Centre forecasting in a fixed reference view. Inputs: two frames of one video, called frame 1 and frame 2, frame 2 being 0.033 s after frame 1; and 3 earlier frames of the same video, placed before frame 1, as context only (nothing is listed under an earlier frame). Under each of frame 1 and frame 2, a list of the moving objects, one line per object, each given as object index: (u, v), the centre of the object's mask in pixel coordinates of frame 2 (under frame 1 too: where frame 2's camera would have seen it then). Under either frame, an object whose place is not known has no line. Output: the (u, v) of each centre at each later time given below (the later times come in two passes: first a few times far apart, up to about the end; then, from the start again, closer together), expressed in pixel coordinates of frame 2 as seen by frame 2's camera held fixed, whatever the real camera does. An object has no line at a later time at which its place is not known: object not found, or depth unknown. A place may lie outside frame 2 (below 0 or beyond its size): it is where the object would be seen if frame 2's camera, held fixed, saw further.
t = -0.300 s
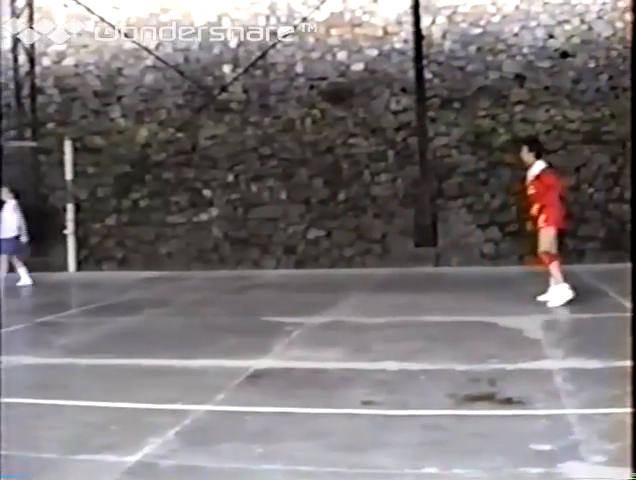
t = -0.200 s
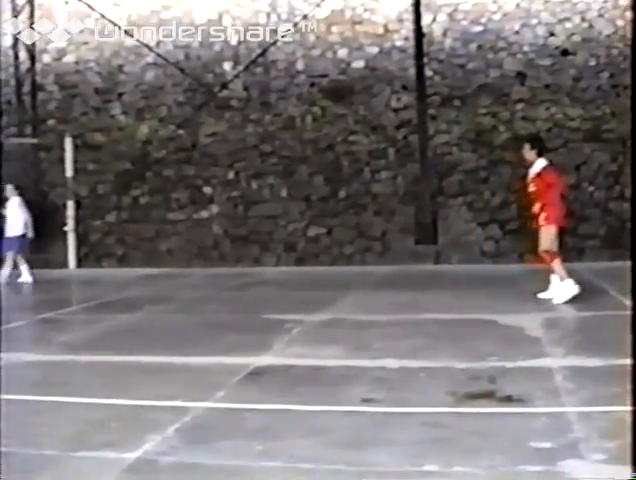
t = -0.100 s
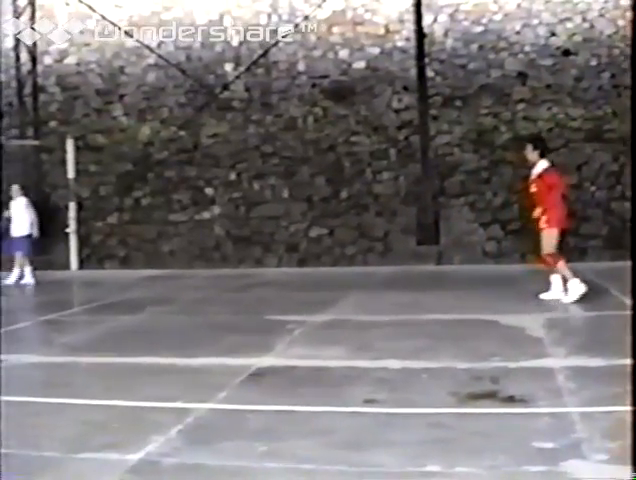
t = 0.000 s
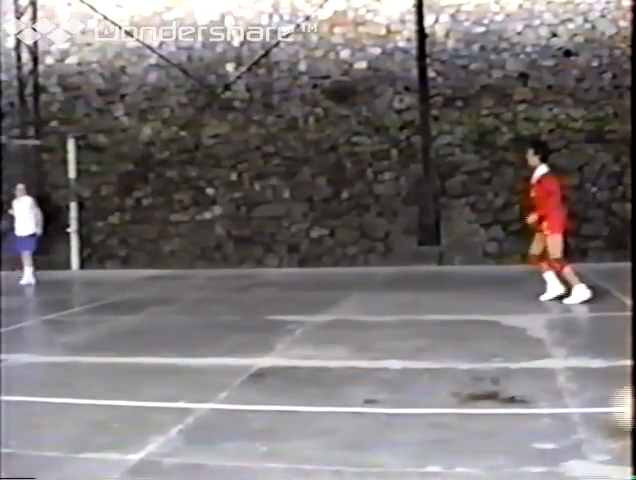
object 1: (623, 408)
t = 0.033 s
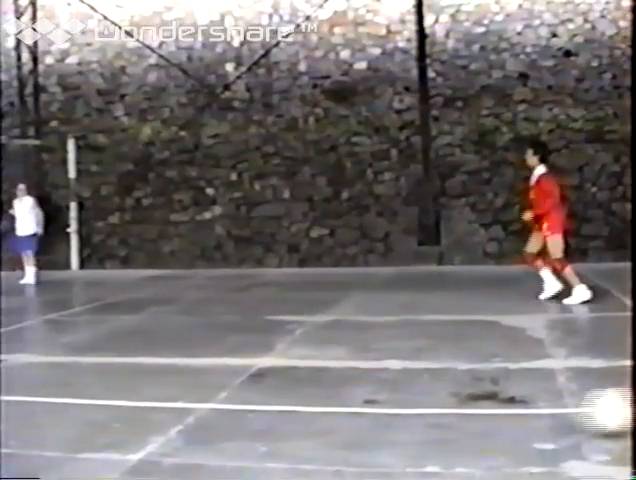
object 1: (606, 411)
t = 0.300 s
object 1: (358, 426)
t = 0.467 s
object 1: (205, 427)
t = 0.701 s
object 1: (17, 426)
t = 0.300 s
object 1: (358, 426)
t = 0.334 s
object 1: (327, 428)
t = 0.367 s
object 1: (296, 427)
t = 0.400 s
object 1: (265, 427)
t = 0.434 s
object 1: (234, 428)
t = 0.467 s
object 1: (205, 427)
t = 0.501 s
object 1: (176, 426)
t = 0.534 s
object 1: (148, 427)
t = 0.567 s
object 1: (119, 427)
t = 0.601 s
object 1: (92, 428)
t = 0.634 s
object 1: (65, 427)
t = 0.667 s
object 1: (39, 427)
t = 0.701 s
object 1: (17, 426)
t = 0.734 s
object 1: (2, 427)
